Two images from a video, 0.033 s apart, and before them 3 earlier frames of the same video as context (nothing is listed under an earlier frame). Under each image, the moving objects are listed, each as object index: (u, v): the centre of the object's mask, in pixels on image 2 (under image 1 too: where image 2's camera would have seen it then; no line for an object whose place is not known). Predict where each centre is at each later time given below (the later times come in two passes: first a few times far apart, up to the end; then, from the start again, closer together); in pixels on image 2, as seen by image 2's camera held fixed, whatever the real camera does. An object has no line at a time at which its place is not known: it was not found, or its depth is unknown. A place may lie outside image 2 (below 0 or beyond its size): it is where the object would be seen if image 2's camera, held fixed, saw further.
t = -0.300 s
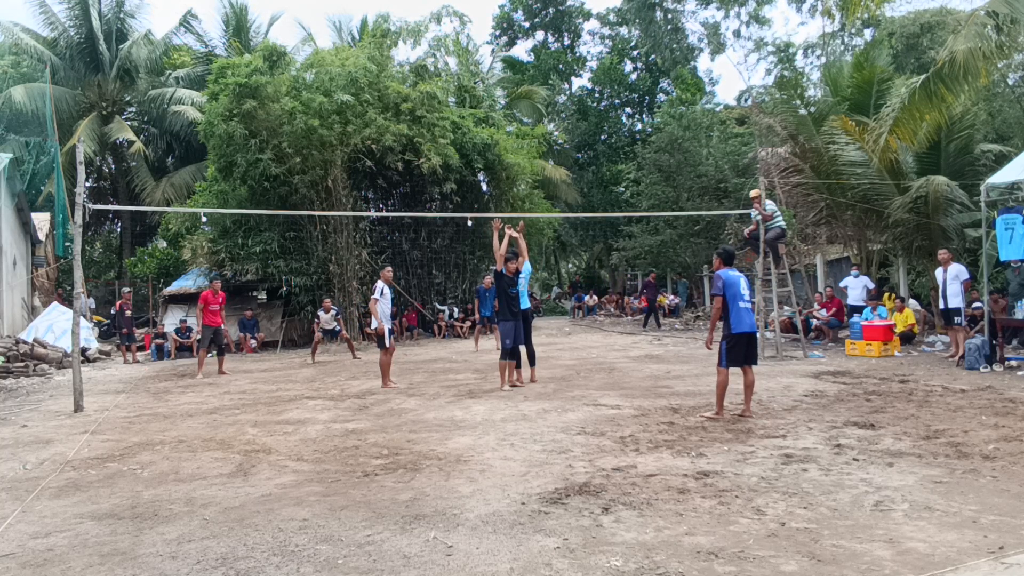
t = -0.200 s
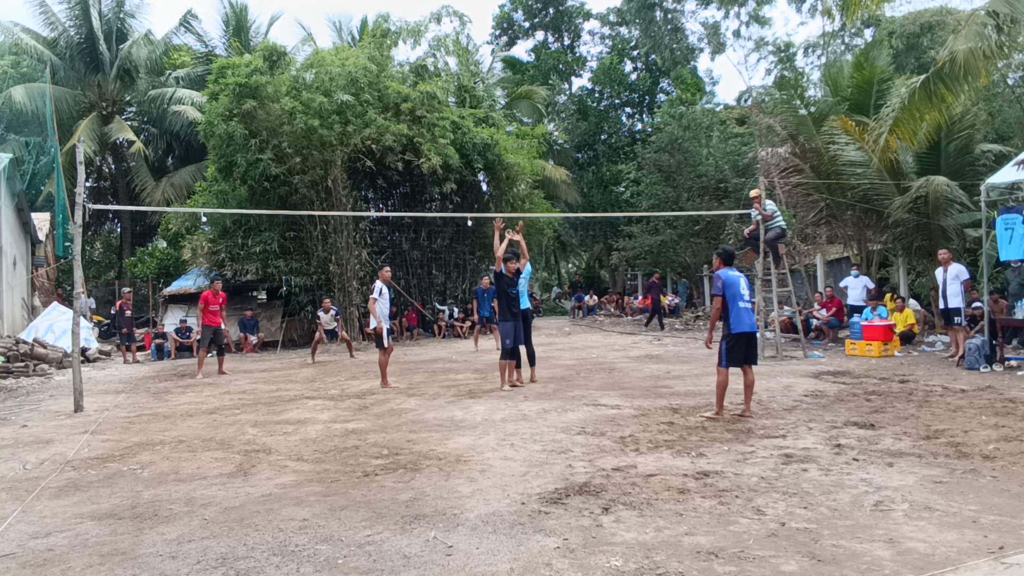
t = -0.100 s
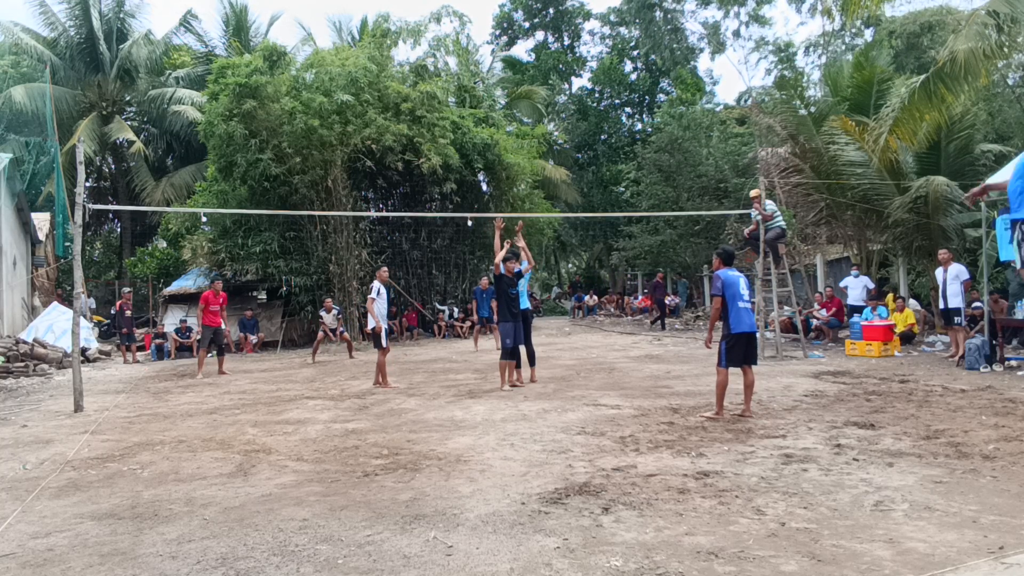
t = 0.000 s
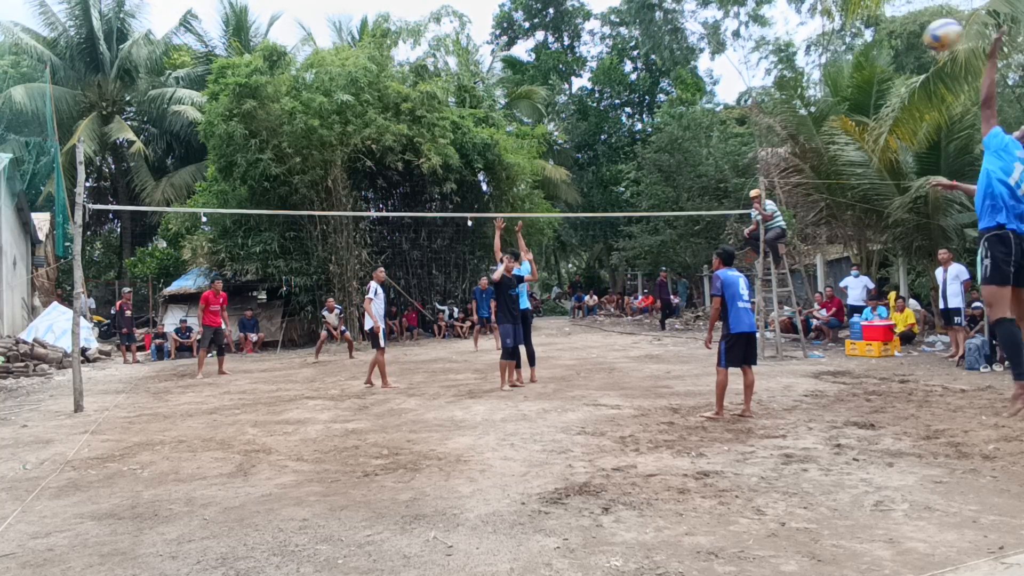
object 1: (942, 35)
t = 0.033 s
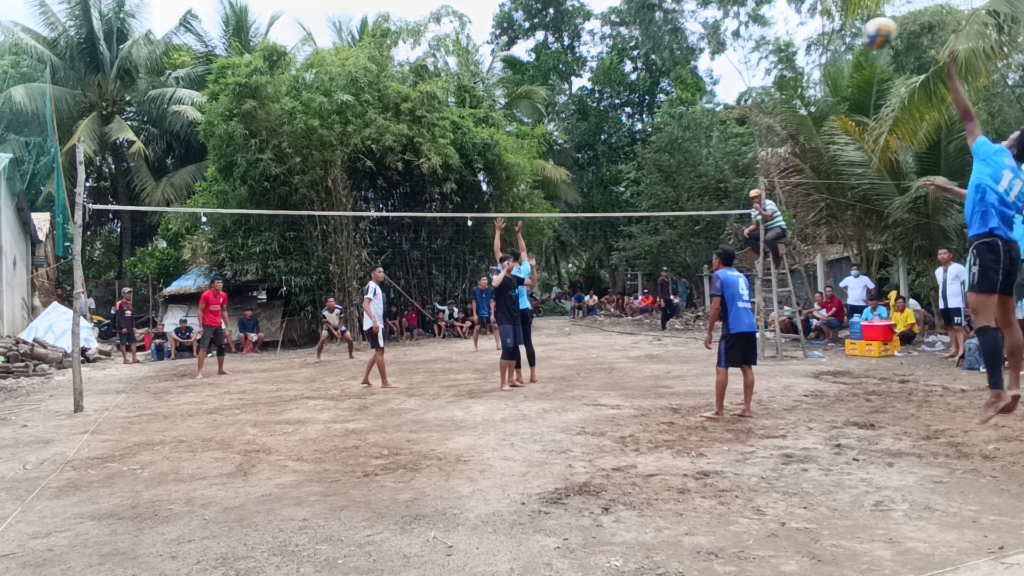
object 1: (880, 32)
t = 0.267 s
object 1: (580, 65)
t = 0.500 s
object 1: (416, 140)
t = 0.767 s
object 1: (305, 248)
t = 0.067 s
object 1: (823, 35)
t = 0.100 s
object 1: (770, 39)
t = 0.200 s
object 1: (646, 51)
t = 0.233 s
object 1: (611, 58)
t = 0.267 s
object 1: (580, 65)
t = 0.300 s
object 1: (551, 74)
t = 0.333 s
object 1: (523, 84)
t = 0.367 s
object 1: (499, 94)
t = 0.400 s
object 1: (476, 105)
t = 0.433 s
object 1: (455, 117)
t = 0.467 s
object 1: (435, 128)
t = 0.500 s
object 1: (416, 140)
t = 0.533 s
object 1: (399, 153)
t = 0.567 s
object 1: (383, 166)
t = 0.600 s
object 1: (368, 179)
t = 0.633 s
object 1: (354, 191)
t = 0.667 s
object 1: (341, 205)
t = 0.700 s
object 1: (327, 221)
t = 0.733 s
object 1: (316, 234)
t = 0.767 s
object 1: (305, 248)
